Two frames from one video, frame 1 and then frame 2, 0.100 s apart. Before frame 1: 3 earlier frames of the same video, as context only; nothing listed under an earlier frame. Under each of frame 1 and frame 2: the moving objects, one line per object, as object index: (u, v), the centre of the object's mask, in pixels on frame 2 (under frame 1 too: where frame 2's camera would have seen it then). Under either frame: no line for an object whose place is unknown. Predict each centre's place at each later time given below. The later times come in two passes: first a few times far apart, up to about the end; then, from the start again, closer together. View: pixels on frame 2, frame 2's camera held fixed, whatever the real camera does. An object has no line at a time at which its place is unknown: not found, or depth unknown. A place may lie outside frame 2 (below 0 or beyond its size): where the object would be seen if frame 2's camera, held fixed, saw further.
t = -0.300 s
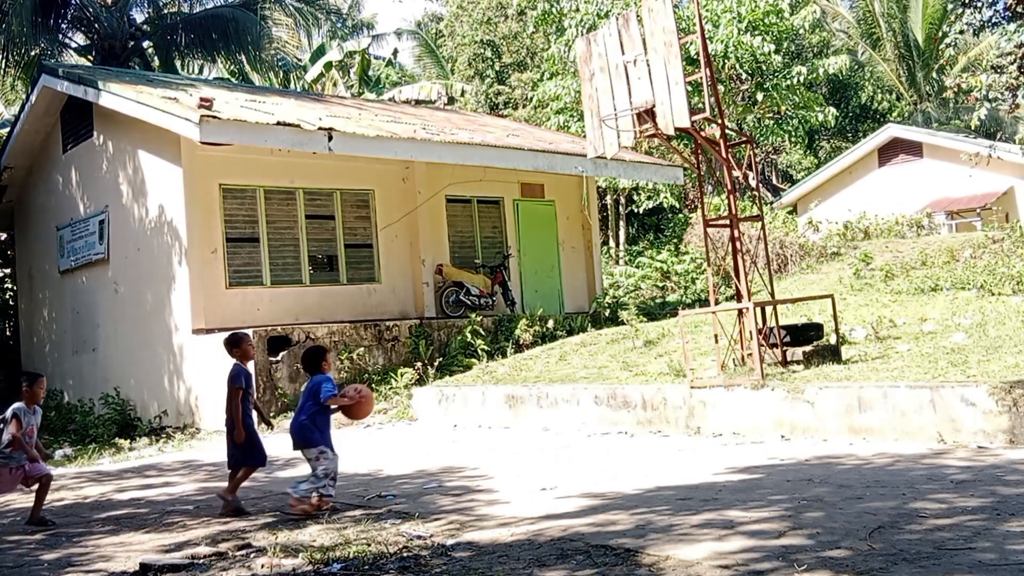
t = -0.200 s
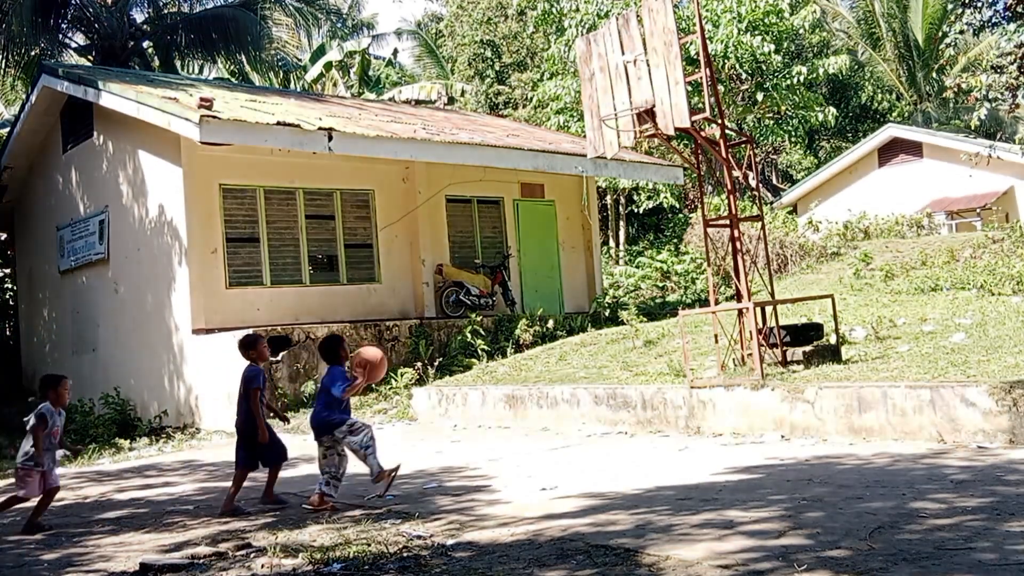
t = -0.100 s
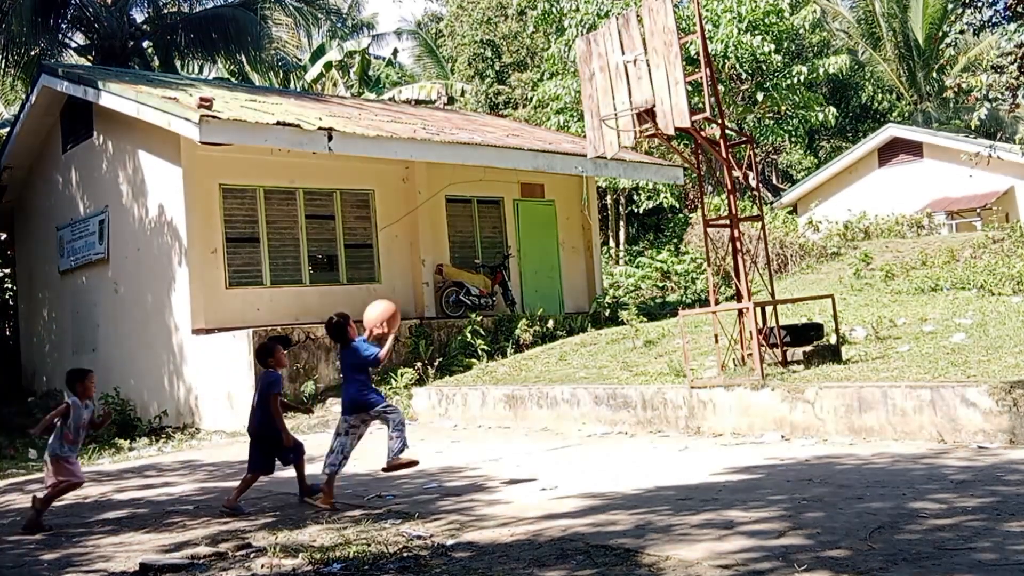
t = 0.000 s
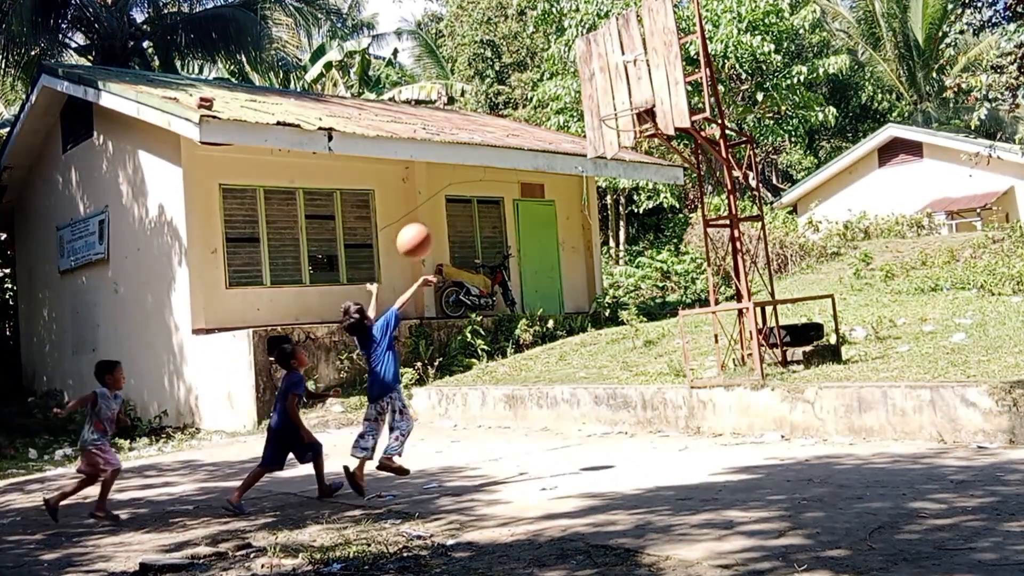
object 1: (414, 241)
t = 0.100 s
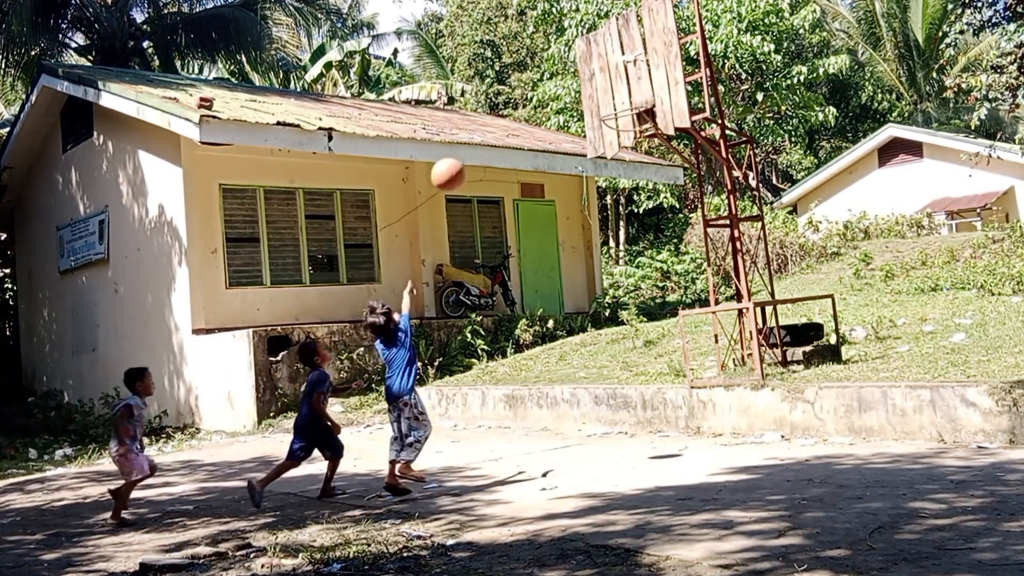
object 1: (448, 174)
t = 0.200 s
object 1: (481, 126)
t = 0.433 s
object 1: (553, 71)
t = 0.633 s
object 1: (611, 83)
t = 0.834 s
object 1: (647, 76)
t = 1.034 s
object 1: (679, 86)
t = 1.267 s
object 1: (722, 165)
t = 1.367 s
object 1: (743, 226)
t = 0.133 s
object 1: (459, 156)
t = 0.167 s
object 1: (470, 140)
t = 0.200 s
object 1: (481, 126)
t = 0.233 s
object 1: (492, 113)
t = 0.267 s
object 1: (502, 102)
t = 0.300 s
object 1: (512, 93)
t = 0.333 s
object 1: (522, 85)
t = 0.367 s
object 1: (533, 79)
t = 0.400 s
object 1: (542, 74)
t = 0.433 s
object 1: (553, 71)
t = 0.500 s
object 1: (572, 70)
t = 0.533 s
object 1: (582, 71)
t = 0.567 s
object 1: (592, 74)
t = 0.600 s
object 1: (601, 78)
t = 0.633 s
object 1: (611, 83)
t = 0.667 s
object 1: (621, 89)
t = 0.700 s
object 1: (629, 96)
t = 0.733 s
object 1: (634, 90)
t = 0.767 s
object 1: (638, 83)
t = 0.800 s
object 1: (642, 79)
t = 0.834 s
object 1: (647, 76)
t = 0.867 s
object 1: (652, 74)
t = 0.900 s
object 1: (657, 74)
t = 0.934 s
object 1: (663, 74)
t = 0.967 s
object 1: (668, 76)
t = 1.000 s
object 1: (673, 80)
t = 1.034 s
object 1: (679, 86)
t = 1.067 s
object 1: (684, 92)
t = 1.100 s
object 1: (691, 100)
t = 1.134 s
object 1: (697, 110)
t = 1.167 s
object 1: (703, 121)
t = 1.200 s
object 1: (709, 134)
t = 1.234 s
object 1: (715, 149)
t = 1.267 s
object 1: (722, 165)
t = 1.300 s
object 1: (729, 183)
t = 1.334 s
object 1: (736, 204)
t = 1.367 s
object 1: (743, 226)
